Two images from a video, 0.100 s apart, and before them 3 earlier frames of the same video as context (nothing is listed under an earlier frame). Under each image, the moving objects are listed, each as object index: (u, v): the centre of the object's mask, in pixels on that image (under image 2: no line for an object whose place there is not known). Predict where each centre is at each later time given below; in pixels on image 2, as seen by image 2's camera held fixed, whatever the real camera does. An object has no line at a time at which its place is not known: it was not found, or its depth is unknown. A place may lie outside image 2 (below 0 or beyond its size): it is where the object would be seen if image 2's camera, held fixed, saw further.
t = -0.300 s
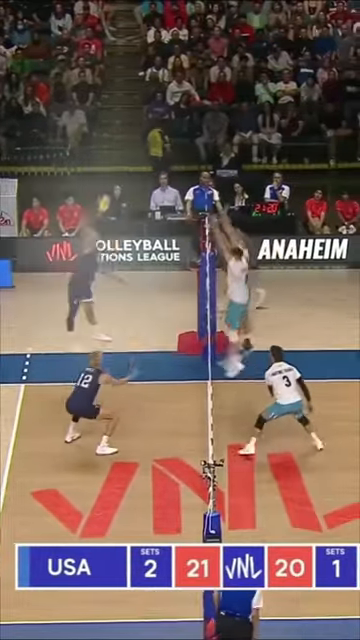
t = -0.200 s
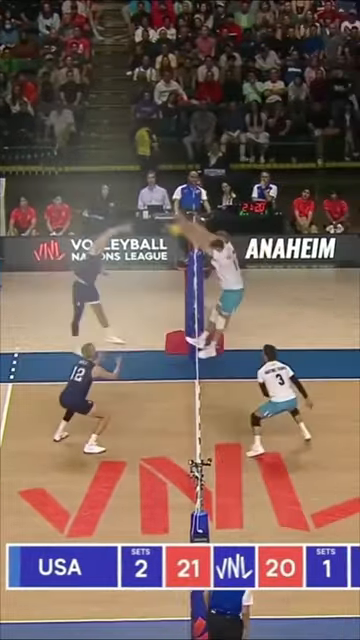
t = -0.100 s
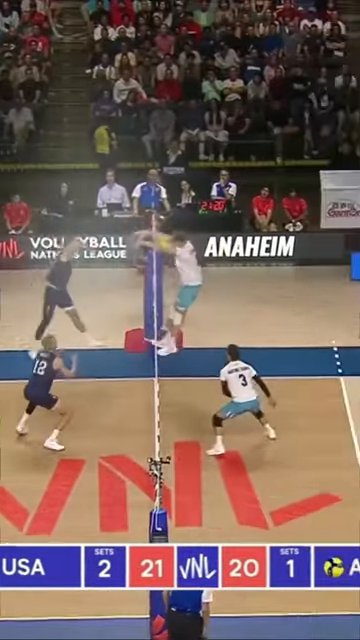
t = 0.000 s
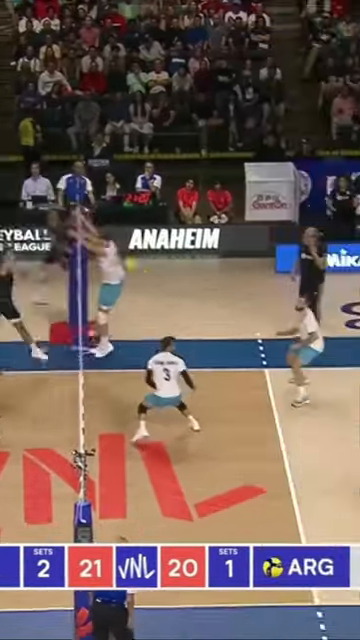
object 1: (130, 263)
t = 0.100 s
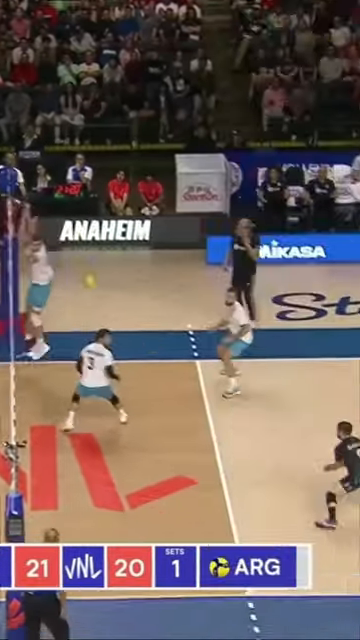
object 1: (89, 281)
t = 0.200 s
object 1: (135, 329)
